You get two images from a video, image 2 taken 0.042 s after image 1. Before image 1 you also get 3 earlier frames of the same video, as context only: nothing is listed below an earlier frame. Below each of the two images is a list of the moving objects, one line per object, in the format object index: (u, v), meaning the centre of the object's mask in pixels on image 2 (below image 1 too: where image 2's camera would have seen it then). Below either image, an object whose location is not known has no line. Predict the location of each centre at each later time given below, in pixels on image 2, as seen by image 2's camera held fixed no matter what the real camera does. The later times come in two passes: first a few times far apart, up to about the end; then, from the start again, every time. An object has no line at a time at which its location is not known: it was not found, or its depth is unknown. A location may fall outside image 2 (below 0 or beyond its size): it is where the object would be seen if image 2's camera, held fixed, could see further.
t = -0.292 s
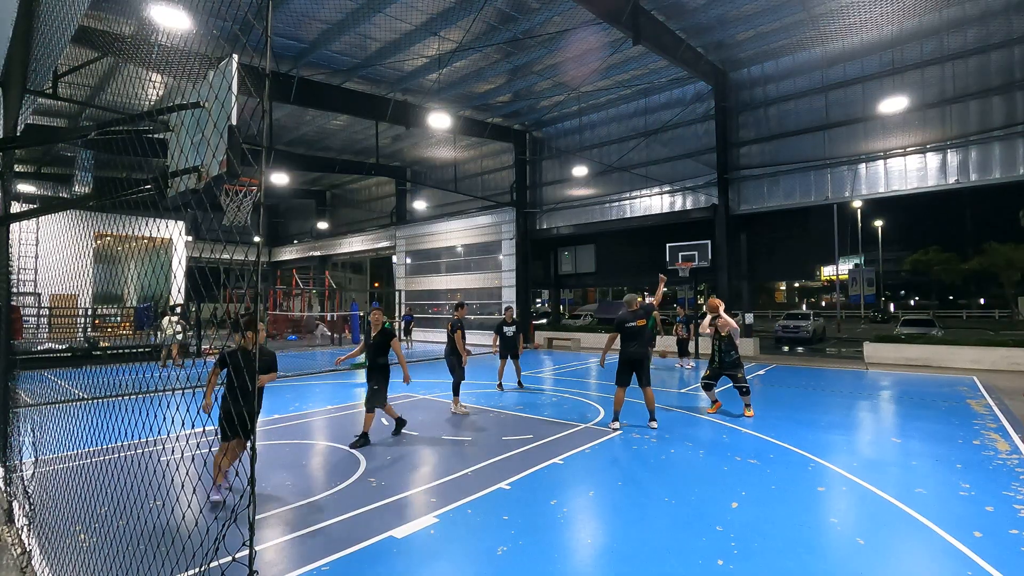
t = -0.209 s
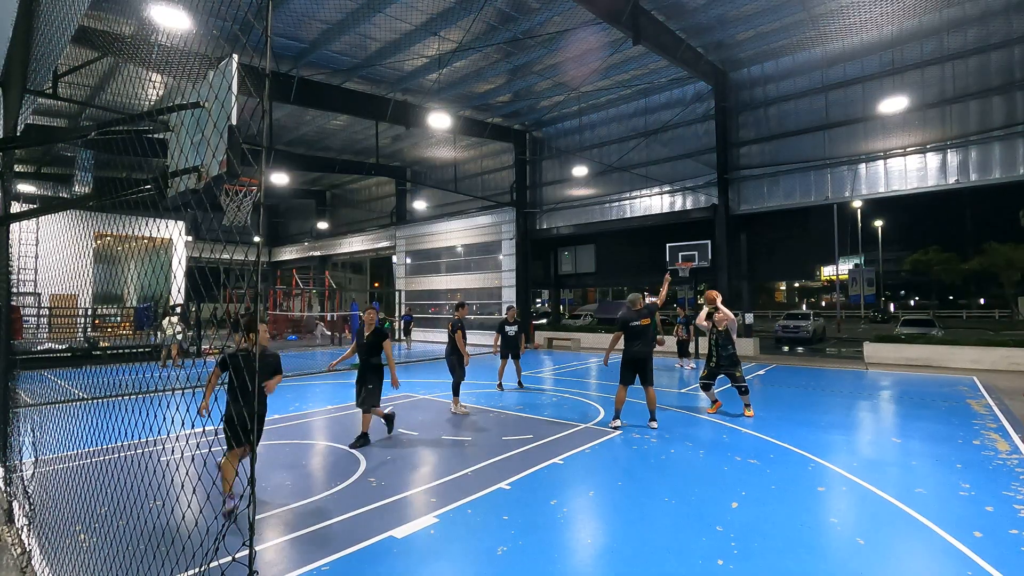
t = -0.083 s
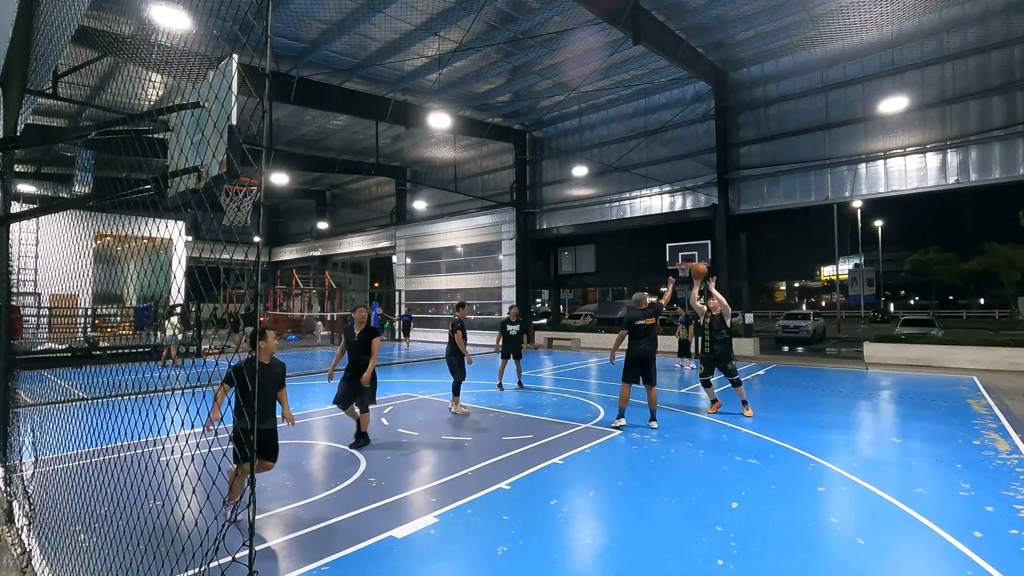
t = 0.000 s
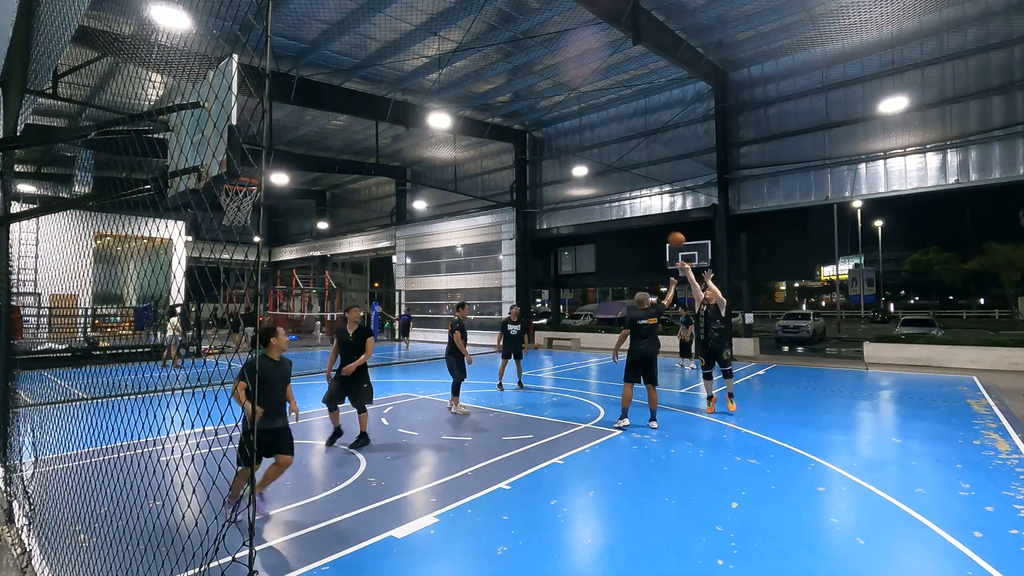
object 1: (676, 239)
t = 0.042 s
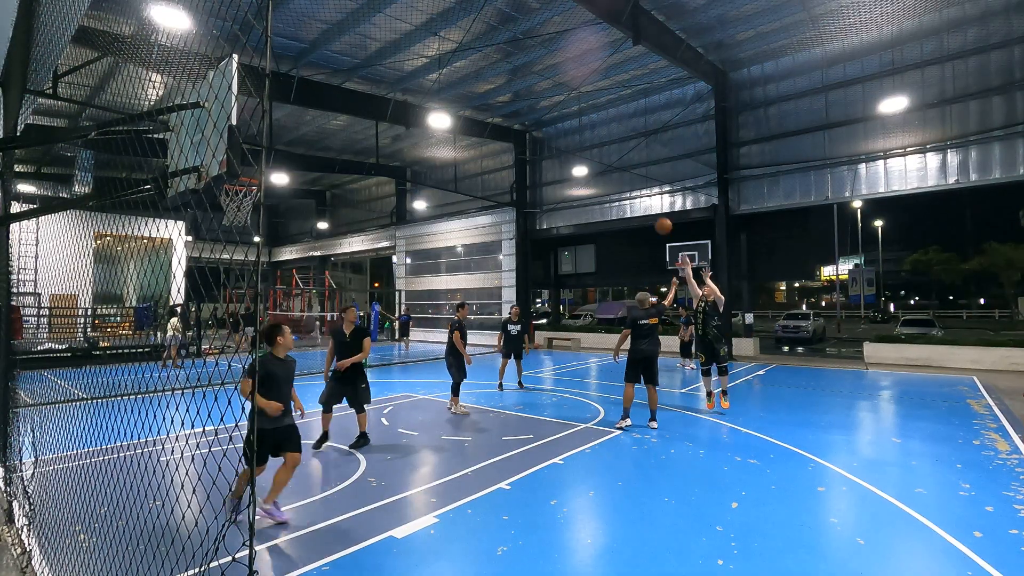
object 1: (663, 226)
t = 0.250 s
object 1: (595, 166)
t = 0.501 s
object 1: (501, 125)
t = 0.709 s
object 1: (413, 121)
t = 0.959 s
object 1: (288, 162)
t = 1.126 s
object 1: (246, 161)
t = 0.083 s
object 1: (650, 213)
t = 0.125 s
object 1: (636, 199)
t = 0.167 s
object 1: (623, 187)
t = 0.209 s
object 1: (608, 176)
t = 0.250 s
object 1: (595, 166)
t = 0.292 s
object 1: (579, 156)
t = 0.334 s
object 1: (564, 149)
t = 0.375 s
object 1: (549, 142)
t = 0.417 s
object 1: (533, 136)
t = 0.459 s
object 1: (517, 130)
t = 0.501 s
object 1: (501, 125)
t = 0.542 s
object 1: (484, 123)
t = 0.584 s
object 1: (467, 120)
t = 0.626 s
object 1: (451, 119)
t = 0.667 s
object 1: (429, 120)
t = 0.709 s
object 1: (413, 121)
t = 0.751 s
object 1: (394, 125)
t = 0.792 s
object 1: (375, 129)
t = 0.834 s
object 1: (354, 135)
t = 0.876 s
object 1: (332, 143)
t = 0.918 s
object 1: (311, 152)
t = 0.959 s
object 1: (288, 162)
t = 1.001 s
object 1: (268, 172)
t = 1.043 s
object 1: (253, 170)
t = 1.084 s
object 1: (250, 166)
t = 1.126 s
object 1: (246, 161)
